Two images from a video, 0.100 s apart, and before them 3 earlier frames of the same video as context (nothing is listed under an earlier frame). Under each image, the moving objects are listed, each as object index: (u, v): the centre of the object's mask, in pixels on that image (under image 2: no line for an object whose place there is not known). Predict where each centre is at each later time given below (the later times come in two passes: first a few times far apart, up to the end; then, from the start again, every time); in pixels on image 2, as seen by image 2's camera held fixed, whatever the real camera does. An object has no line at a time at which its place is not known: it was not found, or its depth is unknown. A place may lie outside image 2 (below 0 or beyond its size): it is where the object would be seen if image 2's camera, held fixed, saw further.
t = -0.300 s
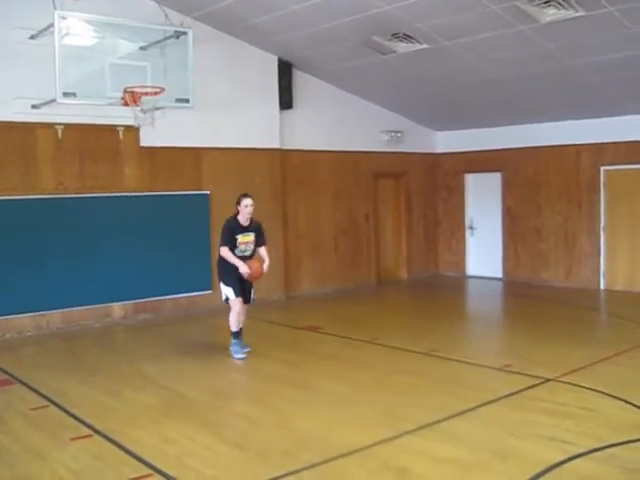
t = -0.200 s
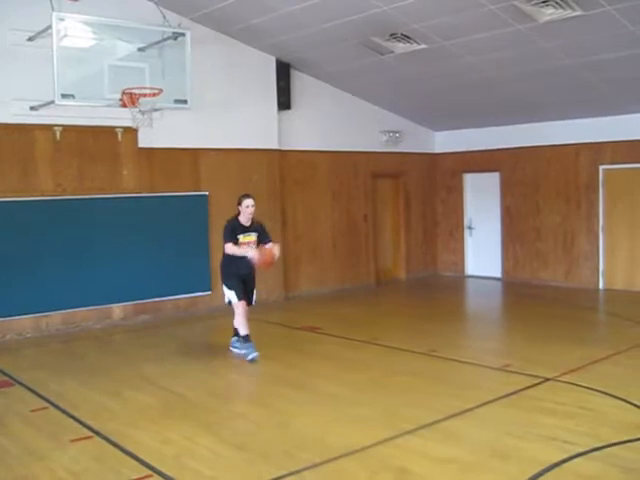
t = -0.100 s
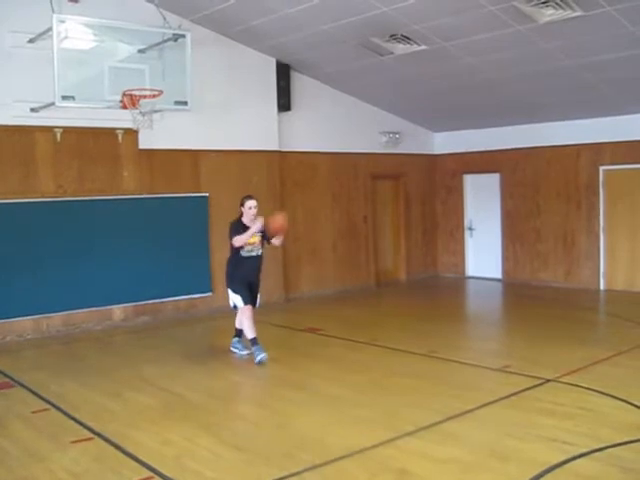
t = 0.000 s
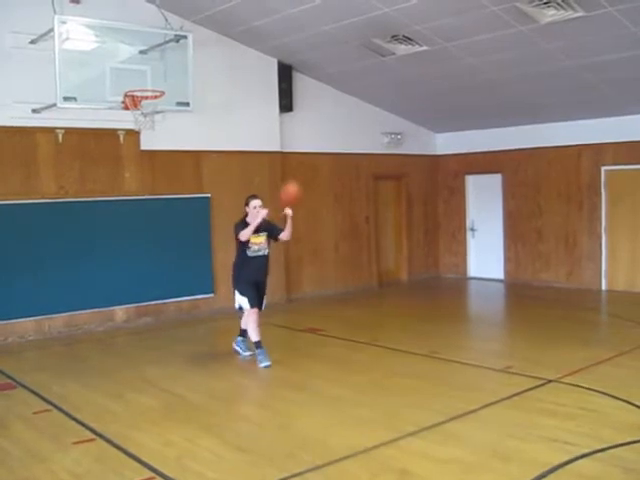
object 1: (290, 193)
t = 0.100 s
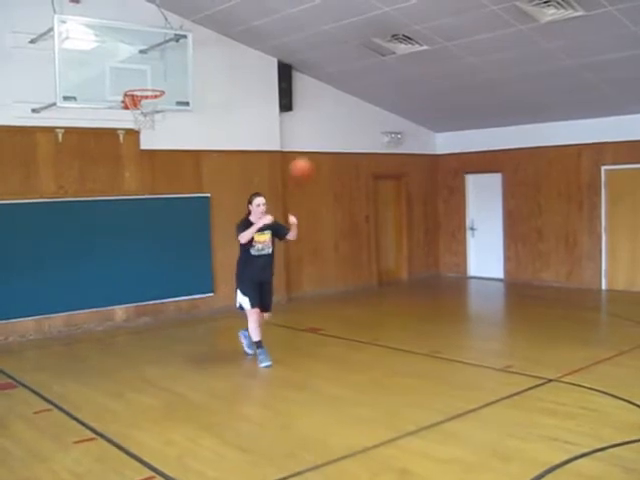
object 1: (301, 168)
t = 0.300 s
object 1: (324, 152)
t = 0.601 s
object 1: (369, 211)
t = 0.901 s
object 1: (429, 401)
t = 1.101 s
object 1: (420, 321)
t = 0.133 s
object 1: (304, 163)
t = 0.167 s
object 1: (308, 159)
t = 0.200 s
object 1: (312, 156)
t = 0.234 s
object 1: (316, 154)
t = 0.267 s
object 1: (320, 152)
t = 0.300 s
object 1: (324, 152)
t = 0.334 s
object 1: (328, 153)
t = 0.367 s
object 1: (333, 156)
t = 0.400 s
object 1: (338, 159)
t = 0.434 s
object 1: (343, 164)
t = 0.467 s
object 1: (348, 171)
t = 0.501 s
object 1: (353, 180)
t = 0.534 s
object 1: (358, 189)
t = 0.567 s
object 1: (364, 200)
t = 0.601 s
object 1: (369, 211)
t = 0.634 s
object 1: (373, 224)
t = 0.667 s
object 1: (380, 241)
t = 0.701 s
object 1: (386, 259)
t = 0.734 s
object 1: (393, 278)
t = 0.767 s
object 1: (401, 298)
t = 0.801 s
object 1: (406, 318)
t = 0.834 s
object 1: (411, 341)
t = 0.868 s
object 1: (421, 371)
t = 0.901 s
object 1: (429, 401)
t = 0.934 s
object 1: (430, 409)
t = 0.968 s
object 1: (428, 392)
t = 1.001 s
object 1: (426, 370)
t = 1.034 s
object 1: (424, 353)
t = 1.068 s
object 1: (421, 336)
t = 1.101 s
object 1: (420, 321)
